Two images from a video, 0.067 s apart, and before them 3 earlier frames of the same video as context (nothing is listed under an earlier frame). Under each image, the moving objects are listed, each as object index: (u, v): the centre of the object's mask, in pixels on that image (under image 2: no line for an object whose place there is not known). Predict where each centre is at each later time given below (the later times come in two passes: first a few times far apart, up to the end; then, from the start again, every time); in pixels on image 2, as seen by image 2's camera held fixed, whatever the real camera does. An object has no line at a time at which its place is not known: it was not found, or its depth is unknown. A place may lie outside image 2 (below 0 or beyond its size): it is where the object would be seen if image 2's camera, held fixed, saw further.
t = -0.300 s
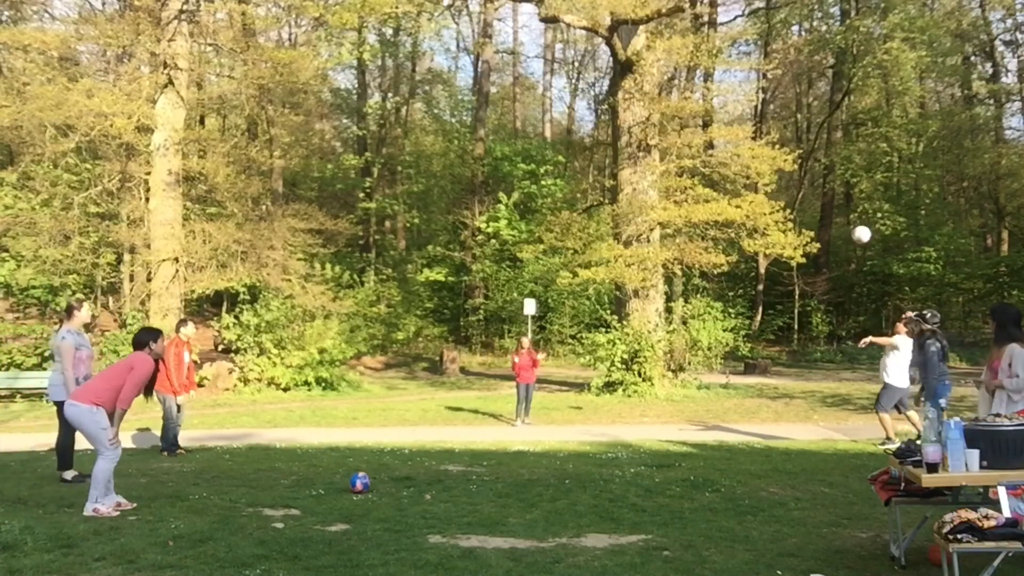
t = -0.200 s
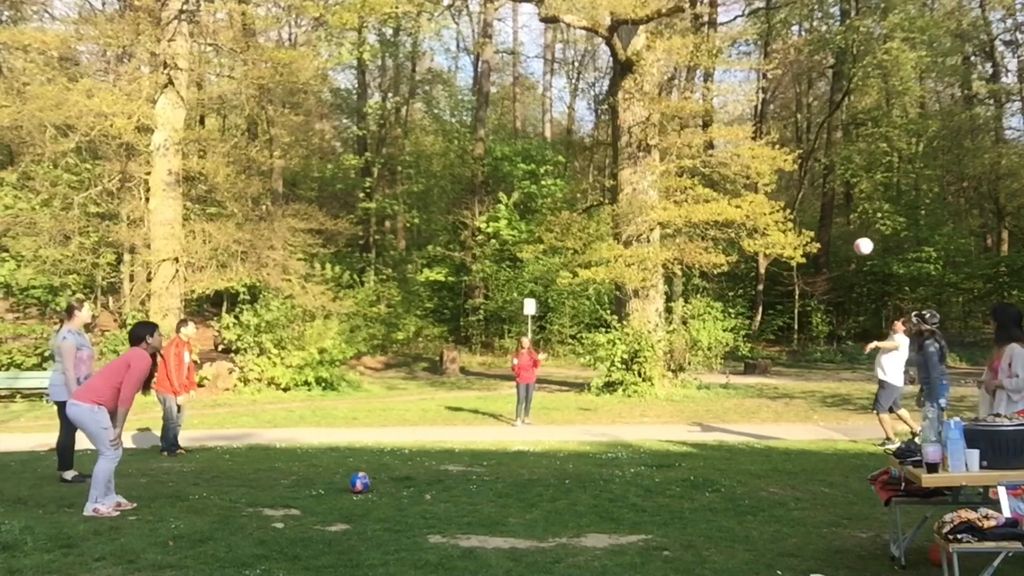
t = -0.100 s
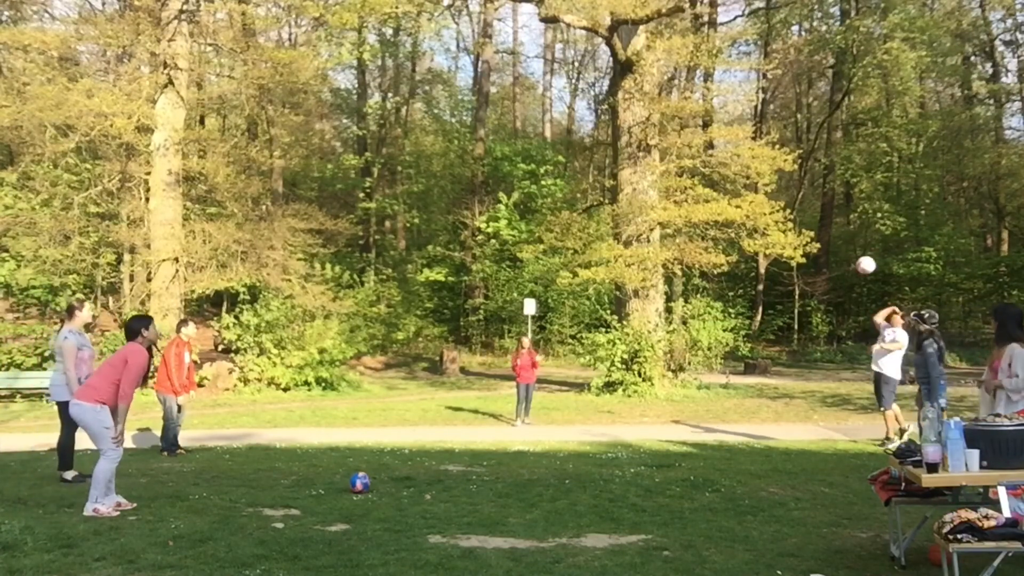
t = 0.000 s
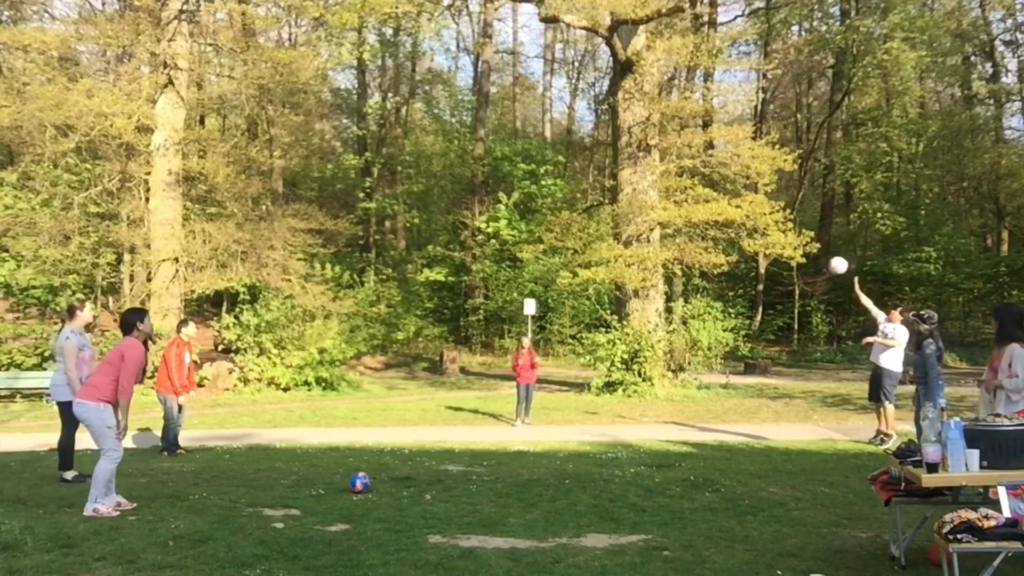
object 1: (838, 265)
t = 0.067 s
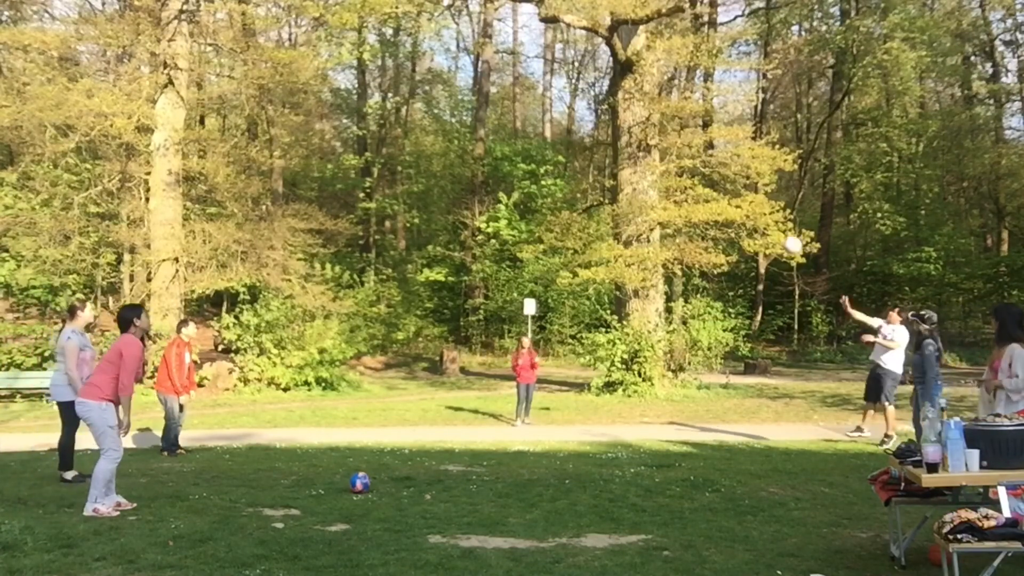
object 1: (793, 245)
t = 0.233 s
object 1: (681, 210)
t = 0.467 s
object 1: (528, 199)
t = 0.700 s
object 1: (382, 228)
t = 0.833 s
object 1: (300, 262)
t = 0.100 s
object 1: (770, 236)
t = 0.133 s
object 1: (747, 228)
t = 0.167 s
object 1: (724, 222)
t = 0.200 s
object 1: (702, 215)
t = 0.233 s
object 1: (681, 210)
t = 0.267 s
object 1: (658, 206)
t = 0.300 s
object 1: (636, 203)
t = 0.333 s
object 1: (614, 200)
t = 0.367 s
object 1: (593, 199)
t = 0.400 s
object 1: (571, 198)
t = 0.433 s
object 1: (549, 198)
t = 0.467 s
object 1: (528, 199)
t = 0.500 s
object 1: (507, 200)
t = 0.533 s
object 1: (486, 203)
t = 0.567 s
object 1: (465, 206)
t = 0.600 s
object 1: (444, 210)
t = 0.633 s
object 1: (423, 215)
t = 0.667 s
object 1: (403, 221)
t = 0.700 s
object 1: (382, 228)
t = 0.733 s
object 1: (362, 236)
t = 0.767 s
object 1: (341, 244)
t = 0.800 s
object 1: (321, 253)
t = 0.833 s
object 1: (300, 262)
